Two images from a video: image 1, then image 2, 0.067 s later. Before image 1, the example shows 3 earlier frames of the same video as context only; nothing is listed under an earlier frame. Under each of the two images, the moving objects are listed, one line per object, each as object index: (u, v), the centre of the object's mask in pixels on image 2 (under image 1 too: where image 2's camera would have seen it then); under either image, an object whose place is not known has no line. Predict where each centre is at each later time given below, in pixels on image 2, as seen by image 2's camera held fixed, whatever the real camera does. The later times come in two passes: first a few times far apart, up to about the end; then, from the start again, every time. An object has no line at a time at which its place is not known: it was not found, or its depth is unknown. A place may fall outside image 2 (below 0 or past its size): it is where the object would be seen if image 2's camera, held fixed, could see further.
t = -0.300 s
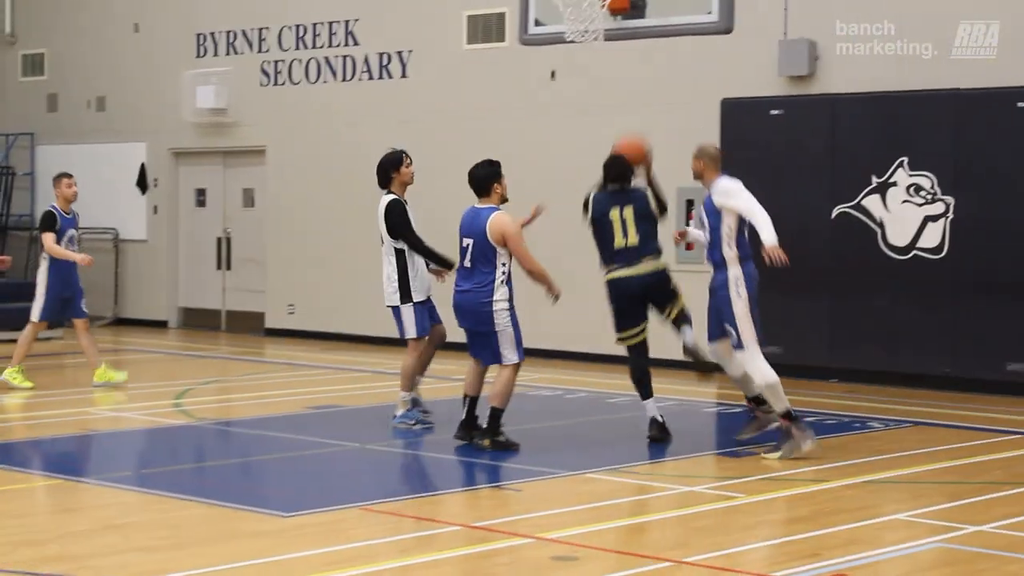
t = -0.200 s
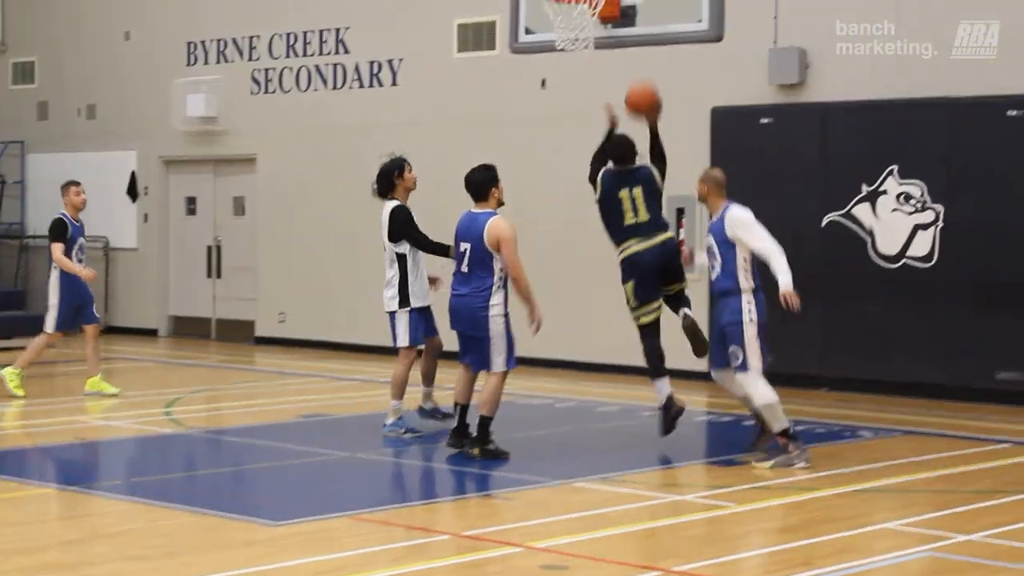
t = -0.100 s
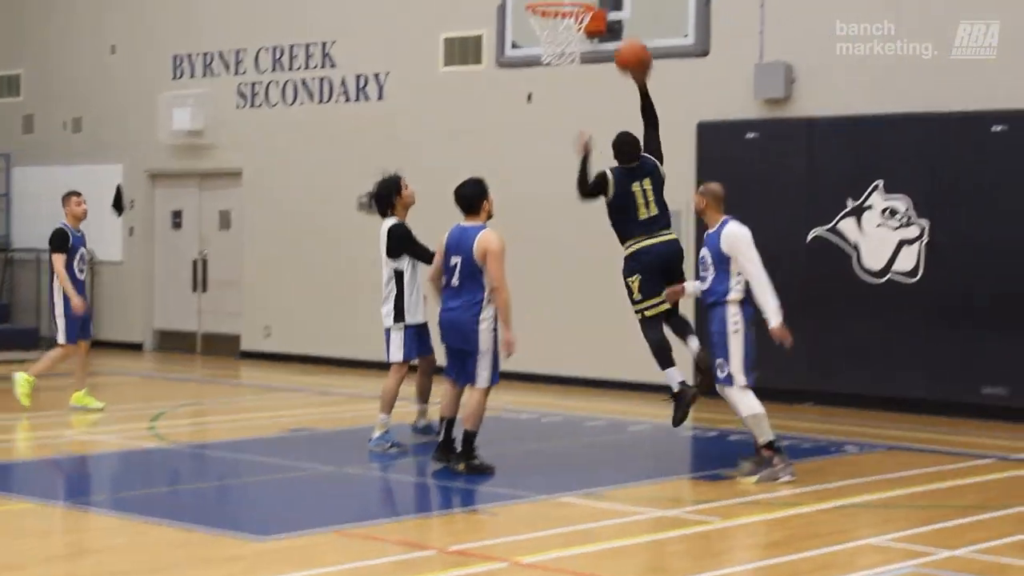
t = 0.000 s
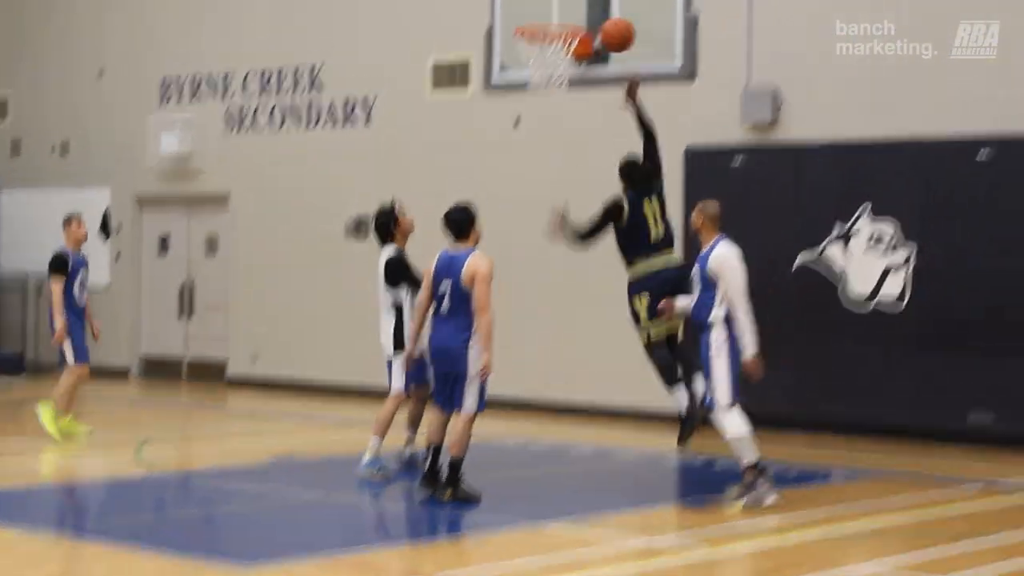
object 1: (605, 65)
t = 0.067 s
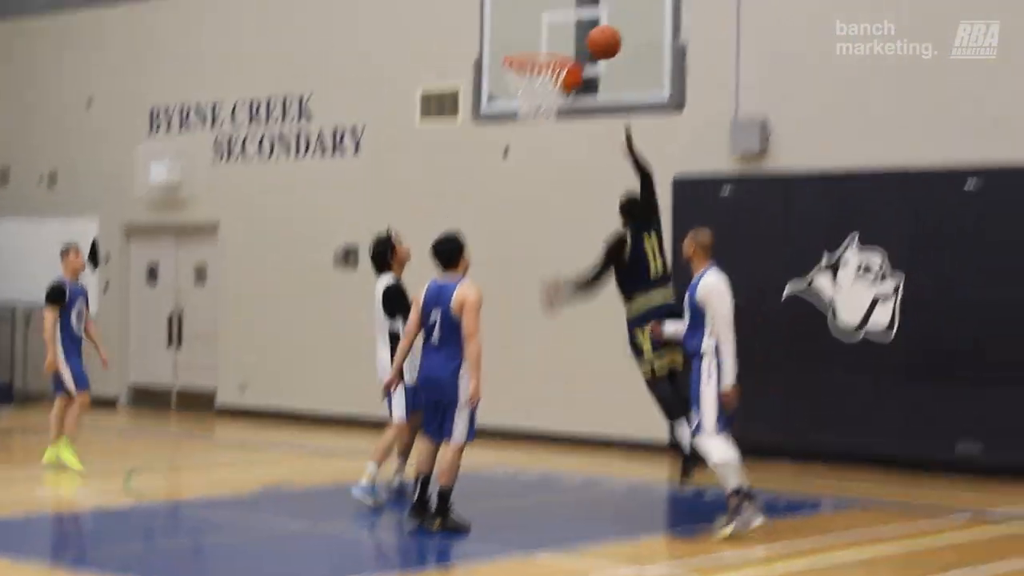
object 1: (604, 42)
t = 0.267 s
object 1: (585, 18)
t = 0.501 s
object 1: (542, 53)
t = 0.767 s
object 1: (531, 134)
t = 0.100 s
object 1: (603, 33)
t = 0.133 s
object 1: (602, 27)
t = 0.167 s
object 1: (601, 22)
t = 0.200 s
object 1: (598, 19)
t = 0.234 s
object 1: (592, 17)
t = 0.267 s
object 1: (585, 18)
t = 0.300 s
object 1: (579, 19)
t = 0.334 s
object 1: (573, 23)
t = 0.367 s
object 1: (567, 28)
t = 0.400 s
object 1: (561, 34)
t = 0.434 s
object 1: (555, 41)
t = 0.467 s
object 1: (548, 48)
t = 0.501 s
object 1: (542, 53)
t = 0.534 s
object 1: (537, 75)
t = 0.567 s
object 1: (534, 81)
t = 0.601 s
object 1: (531, 92)
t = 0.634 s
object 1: (532, 100)
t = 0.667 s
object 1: (528, 121)
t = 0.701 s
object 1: (529, 124)
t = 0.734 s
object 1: (530, 127)
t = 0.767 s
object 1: (531, 134)
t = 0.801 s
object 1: (533, 144)
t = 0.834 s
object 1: (534, 157)
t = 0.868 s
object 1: (534, 170)
